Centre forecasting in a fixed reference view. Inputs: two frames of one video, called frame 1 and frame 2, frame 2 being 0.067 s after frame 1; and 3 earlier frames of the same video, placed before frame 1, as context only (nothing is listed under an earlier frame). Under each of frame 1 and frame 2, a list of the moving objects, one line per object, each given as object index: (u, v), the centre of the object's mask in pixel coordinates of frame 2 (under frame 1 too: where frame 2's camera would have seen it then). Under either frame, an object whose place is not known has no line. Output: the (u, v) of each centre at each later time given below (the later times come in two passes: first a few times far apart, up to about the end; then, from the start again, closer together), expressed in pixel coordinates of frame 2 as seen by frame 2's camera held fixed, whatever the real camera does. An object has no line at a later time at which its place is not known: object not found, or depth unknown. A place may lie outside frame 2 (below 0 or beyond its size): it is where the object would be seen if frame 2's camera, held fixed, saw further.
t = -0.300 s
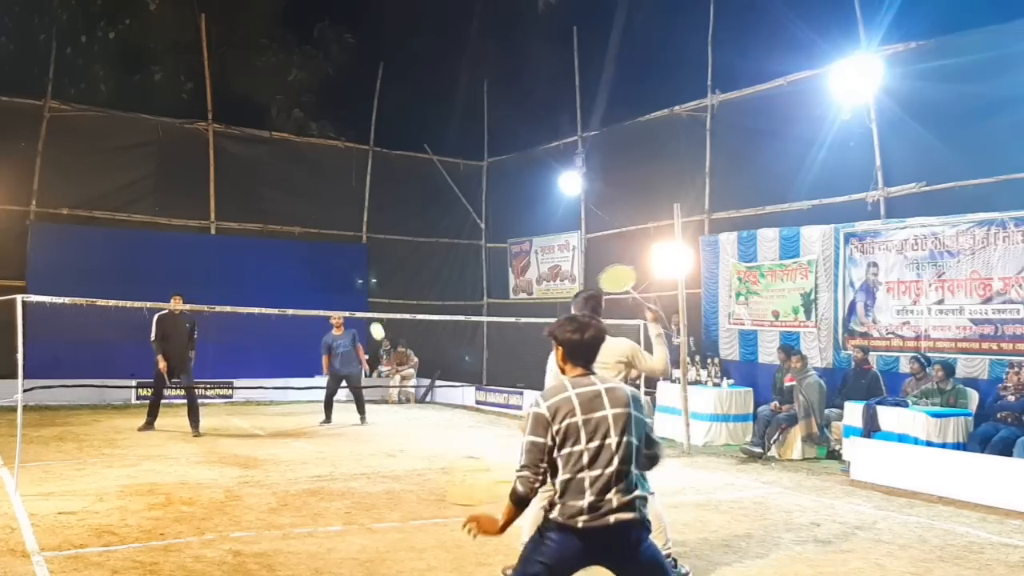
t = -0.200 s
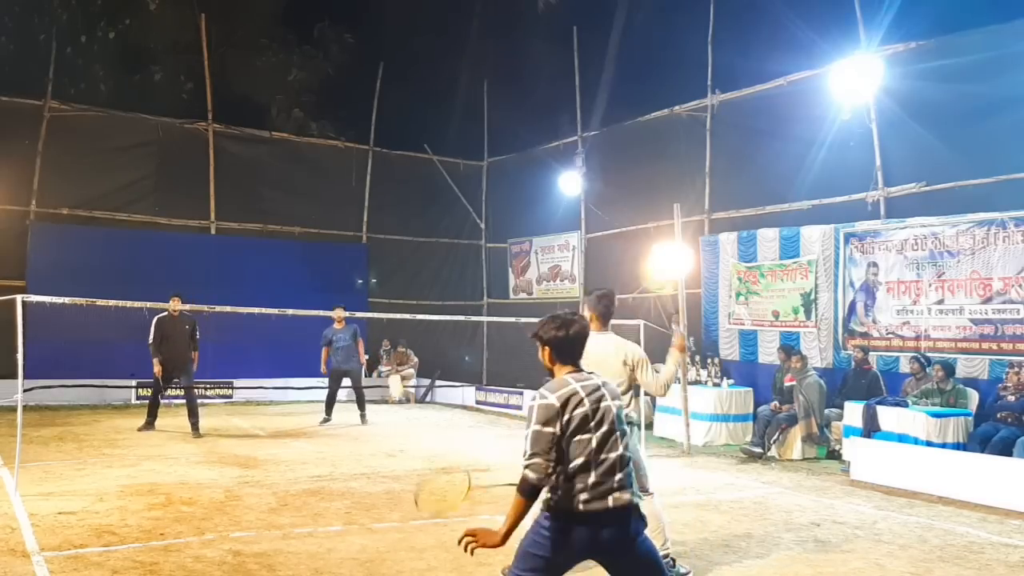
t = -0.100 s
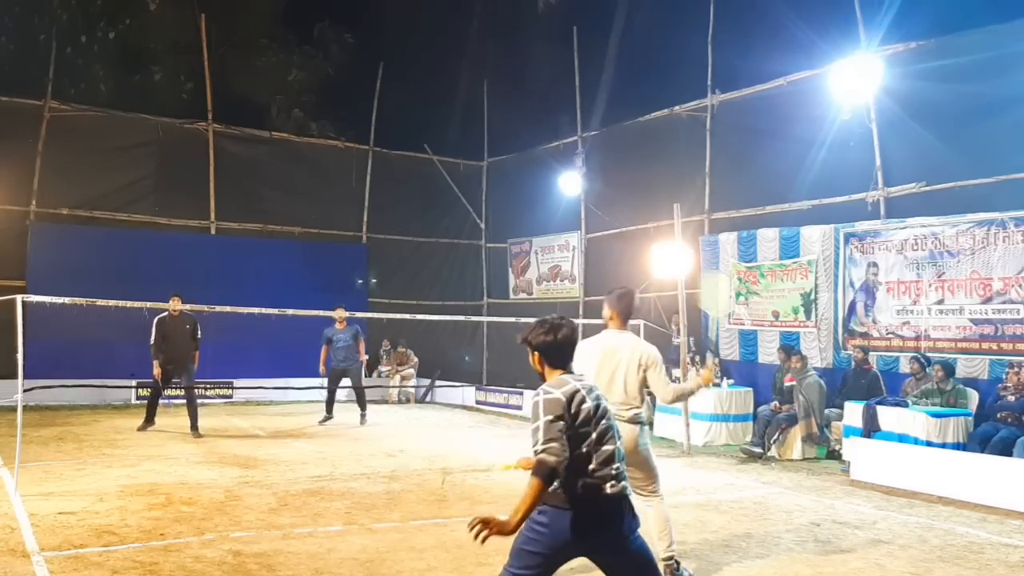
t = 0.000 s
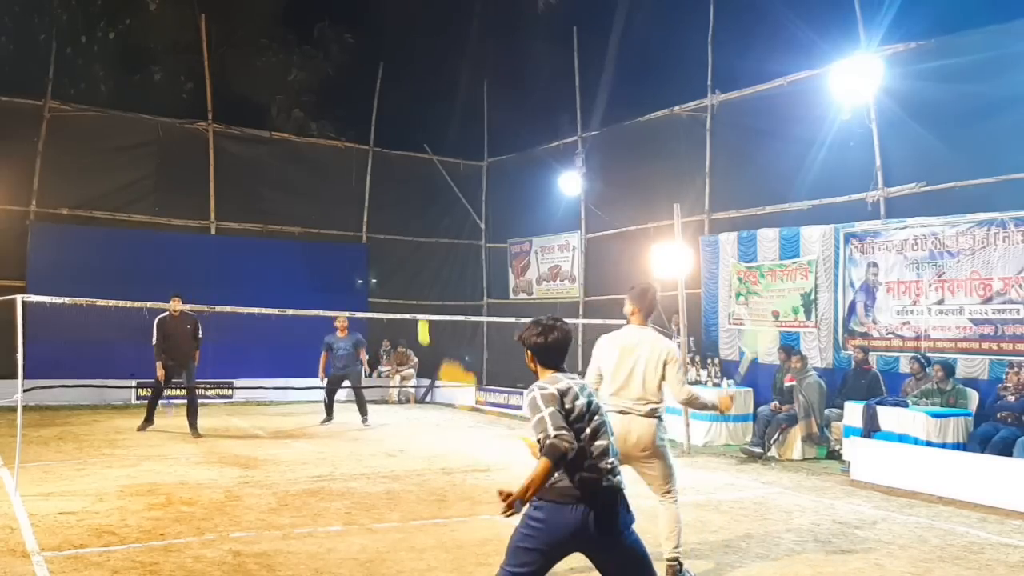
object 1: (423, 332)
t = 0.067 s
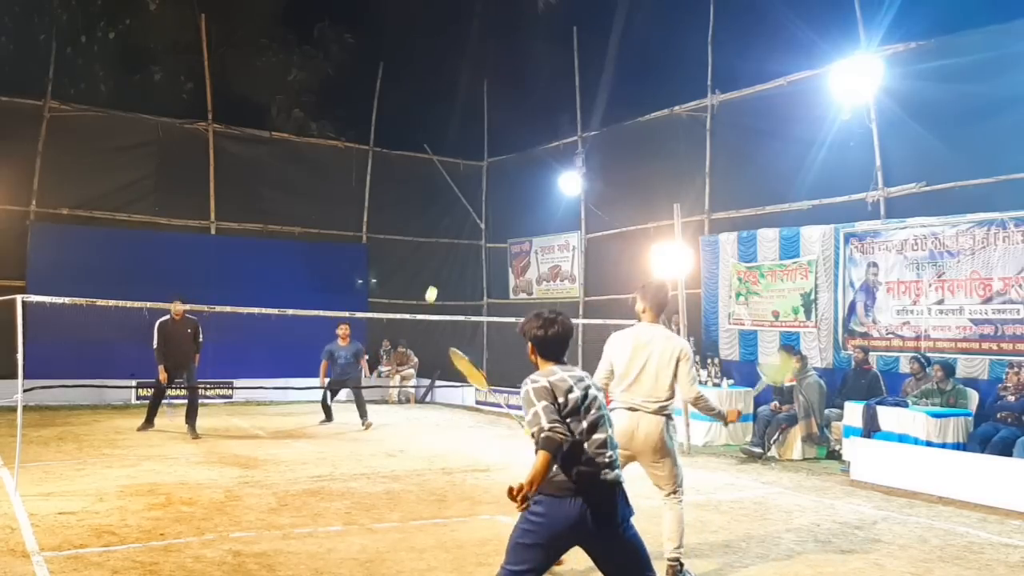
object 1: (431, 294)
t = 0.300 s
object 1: (438, 256)
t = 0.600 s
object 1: (442, 302)
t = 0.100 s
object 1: (433, 282)
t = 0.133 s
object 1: (433, 272)
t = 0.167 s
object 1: (434, 265)
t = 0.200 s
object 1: (435, 260)
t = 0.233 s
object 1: (436, 257)
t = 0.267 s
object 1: (437, 256)
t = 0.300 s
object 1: (438, 256)
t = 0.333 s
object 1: (438, 258)
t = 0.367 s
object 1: (439, 260)
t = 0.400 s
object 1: (439, 264)
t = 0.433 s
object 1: (440, 268)
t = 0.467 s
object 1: (440, 273)
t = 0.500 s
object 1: (440, 279)
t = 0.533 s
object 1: (441, 286)
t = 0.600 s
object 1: (442, 302)
